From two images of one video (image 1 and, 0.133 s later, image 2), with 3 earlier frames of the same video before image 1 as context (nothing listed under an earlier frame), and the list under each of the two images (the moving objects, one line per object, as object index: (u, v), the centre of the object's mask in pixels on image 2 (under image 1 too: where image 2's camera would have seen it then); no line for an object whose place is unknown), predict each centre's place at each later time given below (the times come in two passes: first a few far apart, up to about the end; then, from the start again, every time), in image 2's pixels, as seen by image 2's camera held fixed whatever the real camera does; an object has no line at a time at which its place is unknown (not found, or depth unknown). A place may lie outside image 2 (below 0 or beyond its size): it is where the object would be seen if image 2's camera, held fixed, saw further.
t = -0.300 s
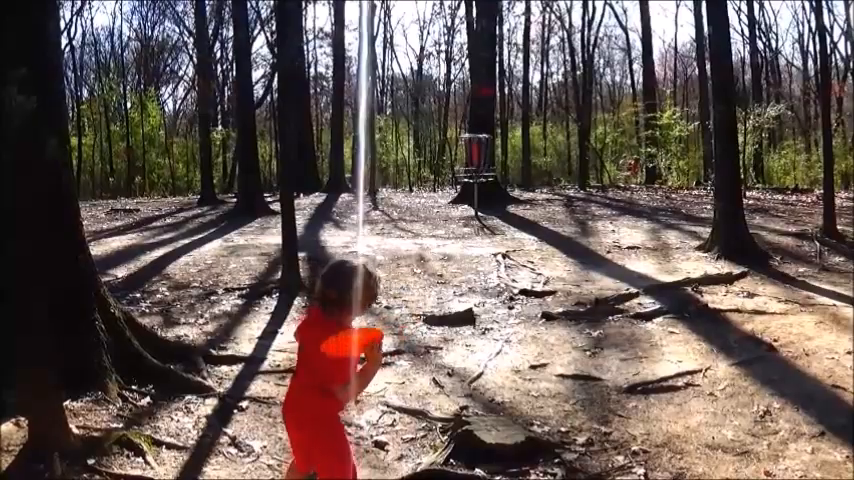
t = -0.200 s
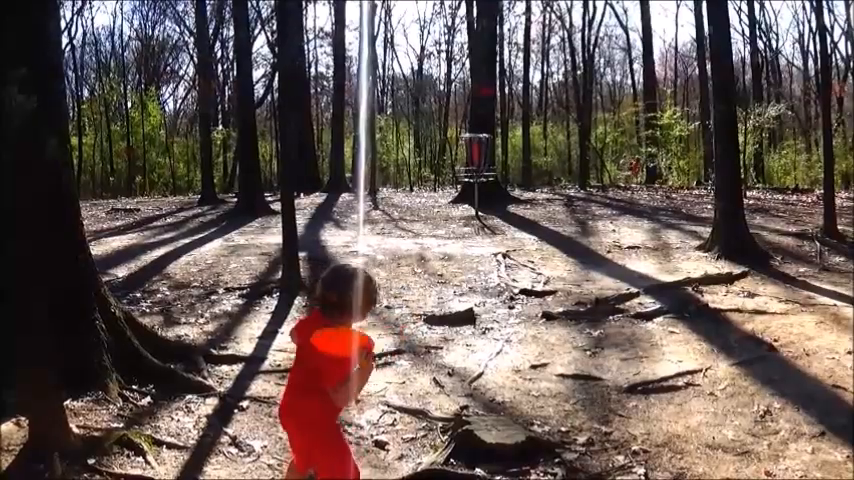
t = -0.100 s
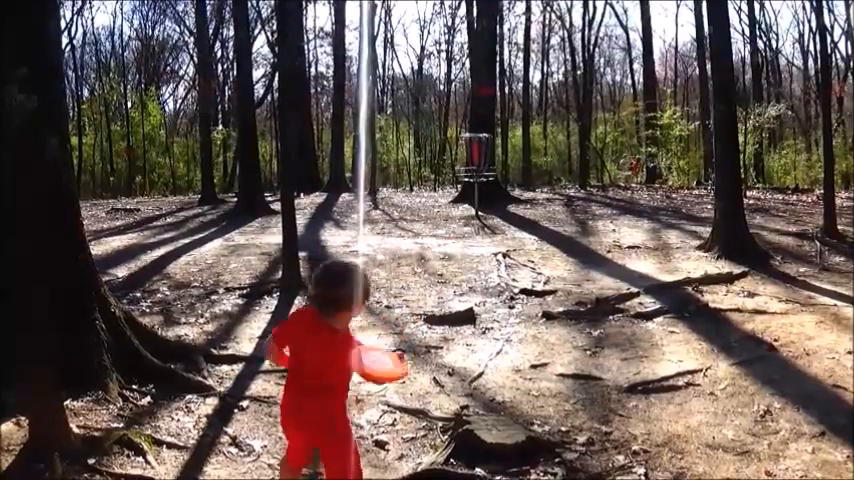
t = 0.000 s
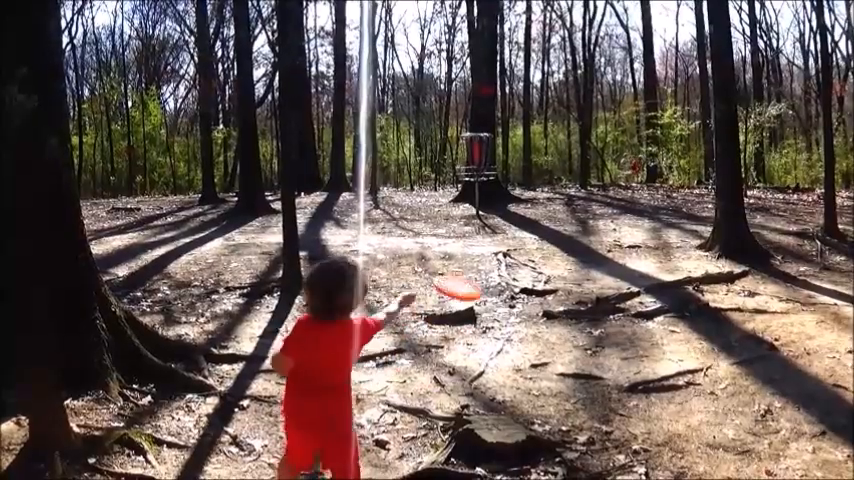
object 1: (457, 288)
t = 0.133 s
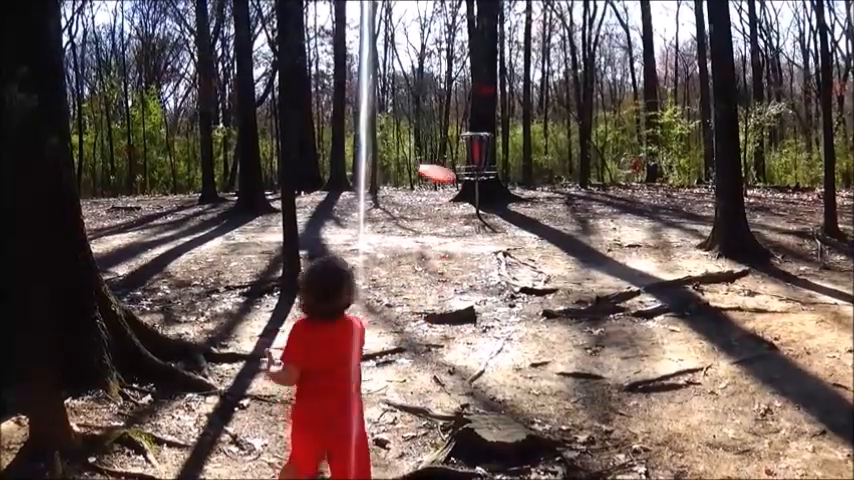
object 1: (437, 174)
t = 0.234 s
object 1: (428, 138)
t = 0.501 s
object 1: (422, 110)
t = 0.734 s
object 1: (429, 118)
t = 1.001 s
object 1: (446, 144)
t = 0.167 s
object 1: (432, 159)
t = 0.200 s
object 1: (430, 147)
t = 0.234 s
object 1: (428, 138)
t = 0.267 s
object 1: (426, 131)
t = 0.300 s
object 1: (424, 125)
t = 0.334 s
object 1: (423, 121)
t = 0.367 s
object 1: (422, 116)
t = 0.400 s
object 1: (421, 114)
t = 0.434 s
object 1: (421, 112)
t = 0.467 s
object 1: (421, 111)
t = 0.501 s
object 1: (422, 110)
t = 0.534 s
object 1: (423, 110)
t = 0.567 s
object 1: (423, 111)
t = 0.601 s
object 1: (424, 111)
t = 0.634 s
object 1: (425, 113)
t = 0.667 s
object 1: (426, 115)
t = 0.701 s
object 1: (427, 117)
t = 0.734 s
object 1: (429, 118)
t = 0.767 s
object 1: (431, 121)
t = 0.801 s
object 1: (432, 124)
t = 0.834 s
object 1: (434, 127)
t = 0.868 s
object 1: (436, 130)
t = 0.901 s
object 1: (439, 134)
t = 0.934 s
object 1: (441, 138)
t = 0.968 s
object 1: (443, 140)
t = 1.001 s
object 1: (446, 144)
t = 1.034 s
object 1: (449, 147)
